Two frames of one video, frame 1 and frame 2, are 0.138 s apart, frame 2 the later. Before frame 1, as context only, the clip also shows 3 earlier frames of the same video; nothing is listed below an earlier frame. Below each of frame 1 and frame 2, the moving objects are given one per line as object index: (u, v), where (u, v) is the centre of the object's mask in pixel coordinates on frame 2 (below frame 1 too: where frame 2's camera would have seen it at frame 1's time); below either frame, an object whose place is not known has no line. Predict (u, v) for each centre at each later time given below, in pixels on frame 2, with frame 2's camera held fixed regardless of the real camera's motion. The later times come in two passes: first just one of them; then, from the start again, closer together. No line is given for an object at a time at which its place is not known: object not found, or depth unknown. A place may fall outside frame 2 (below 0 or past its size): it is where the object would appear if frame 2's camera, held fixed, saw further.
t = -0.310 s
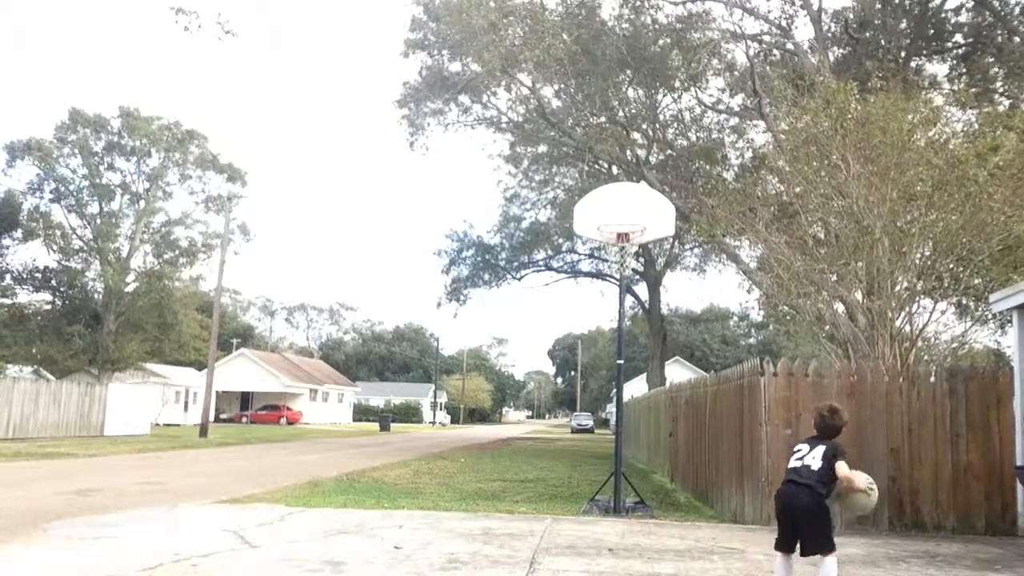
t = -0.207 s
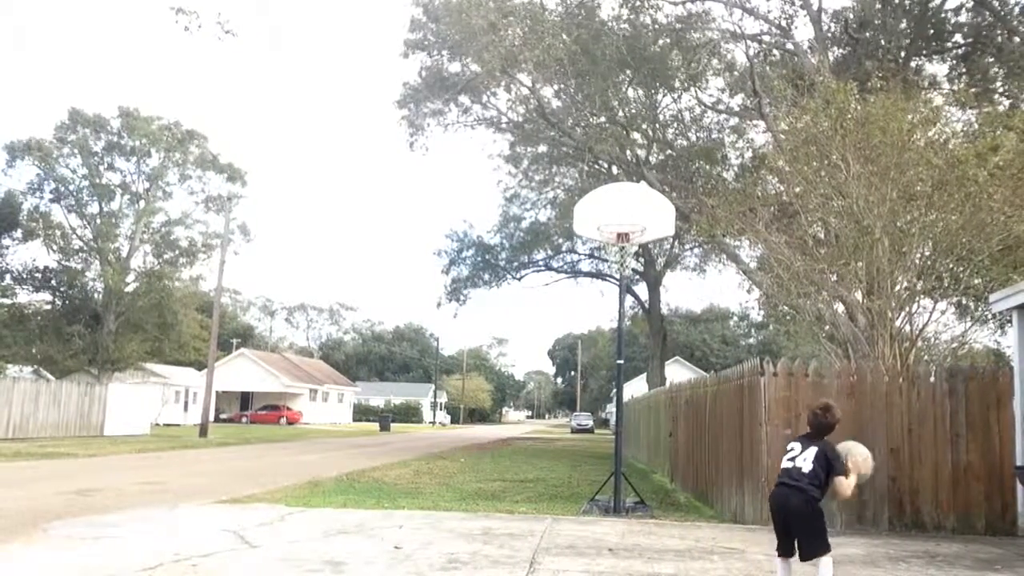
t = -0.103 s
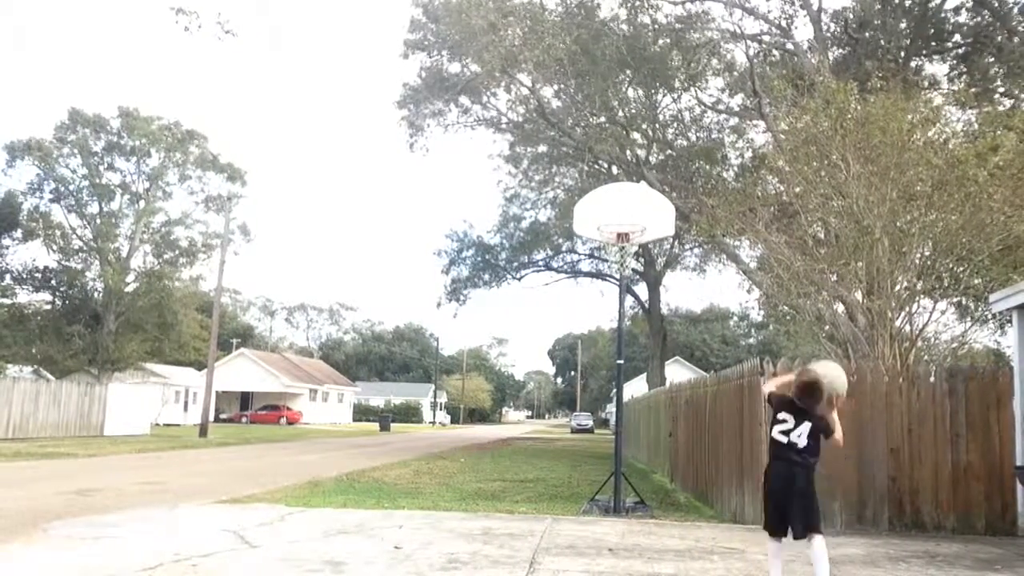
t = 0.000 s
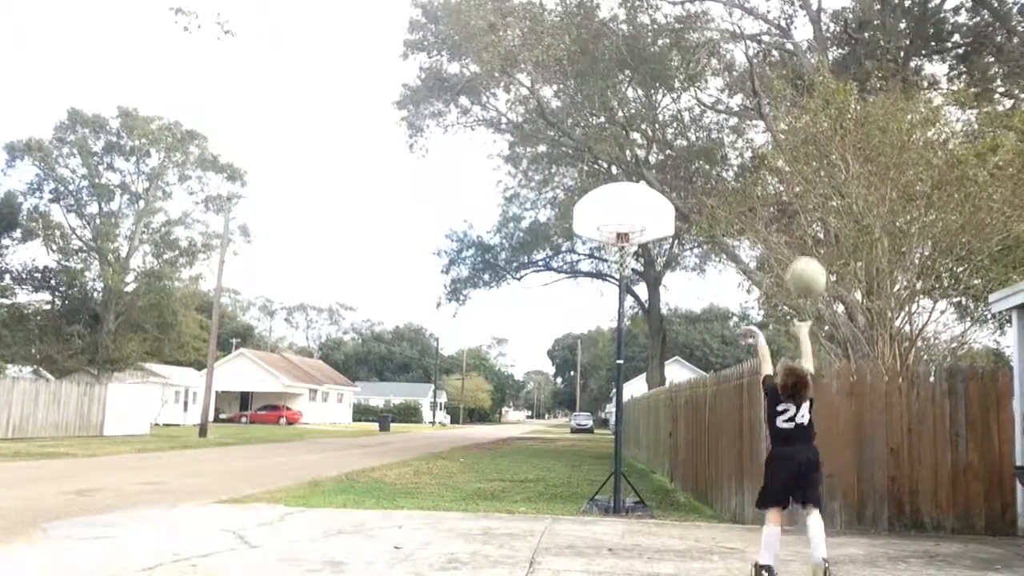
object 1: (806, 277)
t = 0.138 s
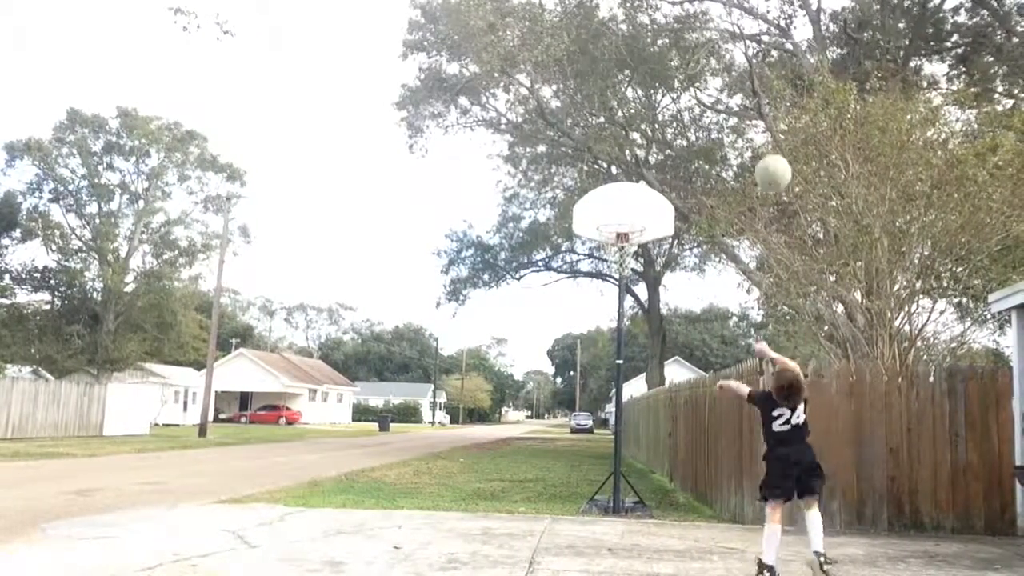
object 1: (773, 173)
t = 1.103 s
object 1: (644, 207)
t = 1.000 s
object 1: (647, 188)
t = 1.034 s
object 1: (642, 203)
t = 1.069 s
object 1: (639, 212)
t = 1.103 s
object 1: (644, 207)
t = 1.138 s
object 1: (653, 197)
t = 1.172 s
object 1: (660, 190)
